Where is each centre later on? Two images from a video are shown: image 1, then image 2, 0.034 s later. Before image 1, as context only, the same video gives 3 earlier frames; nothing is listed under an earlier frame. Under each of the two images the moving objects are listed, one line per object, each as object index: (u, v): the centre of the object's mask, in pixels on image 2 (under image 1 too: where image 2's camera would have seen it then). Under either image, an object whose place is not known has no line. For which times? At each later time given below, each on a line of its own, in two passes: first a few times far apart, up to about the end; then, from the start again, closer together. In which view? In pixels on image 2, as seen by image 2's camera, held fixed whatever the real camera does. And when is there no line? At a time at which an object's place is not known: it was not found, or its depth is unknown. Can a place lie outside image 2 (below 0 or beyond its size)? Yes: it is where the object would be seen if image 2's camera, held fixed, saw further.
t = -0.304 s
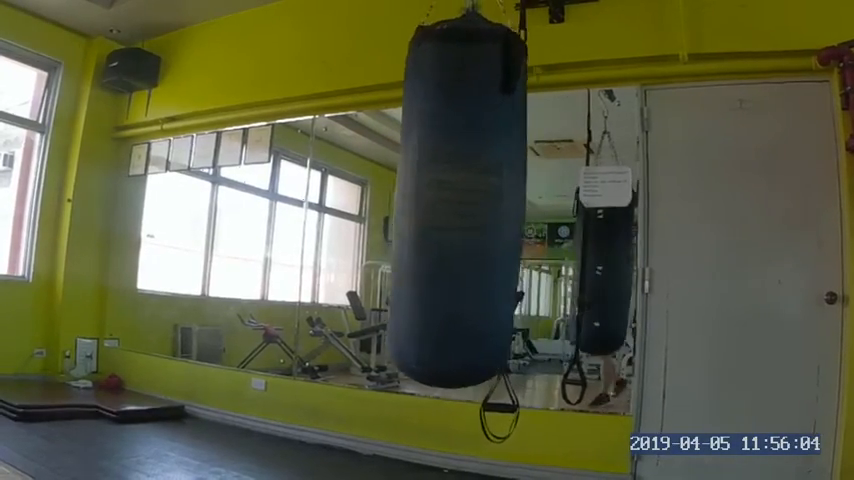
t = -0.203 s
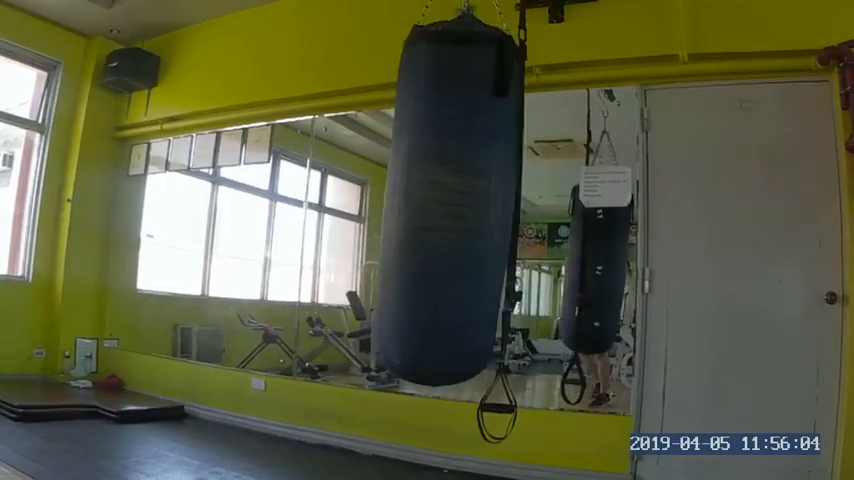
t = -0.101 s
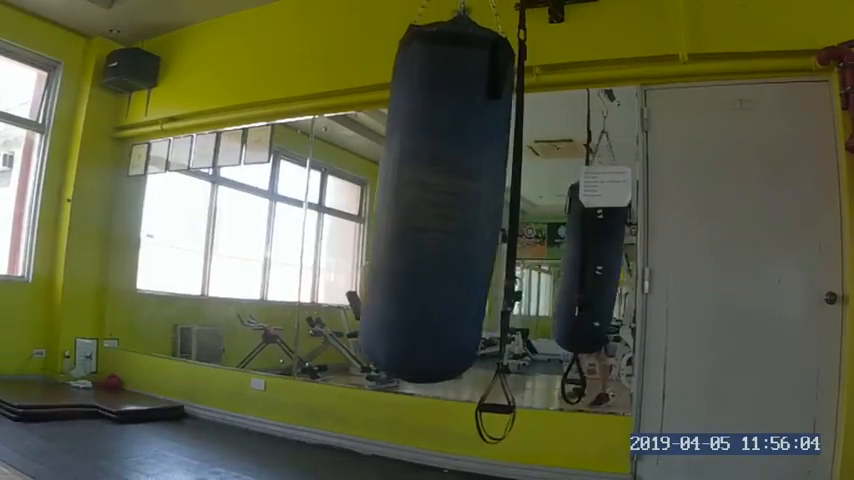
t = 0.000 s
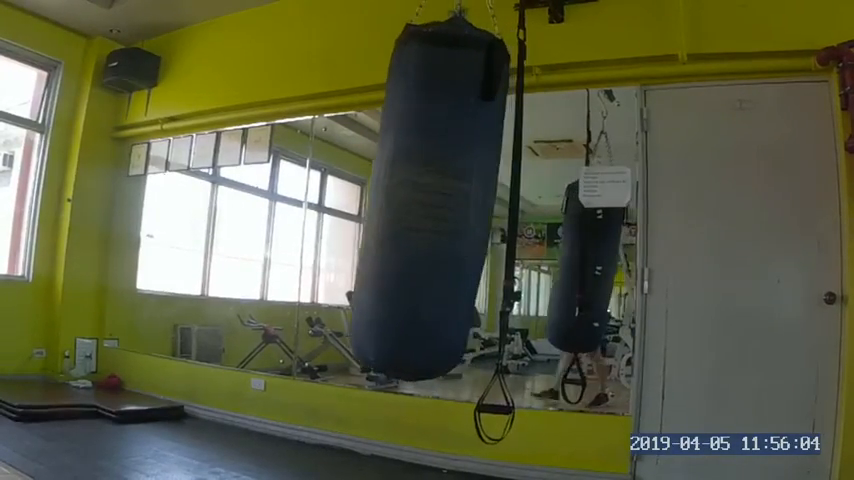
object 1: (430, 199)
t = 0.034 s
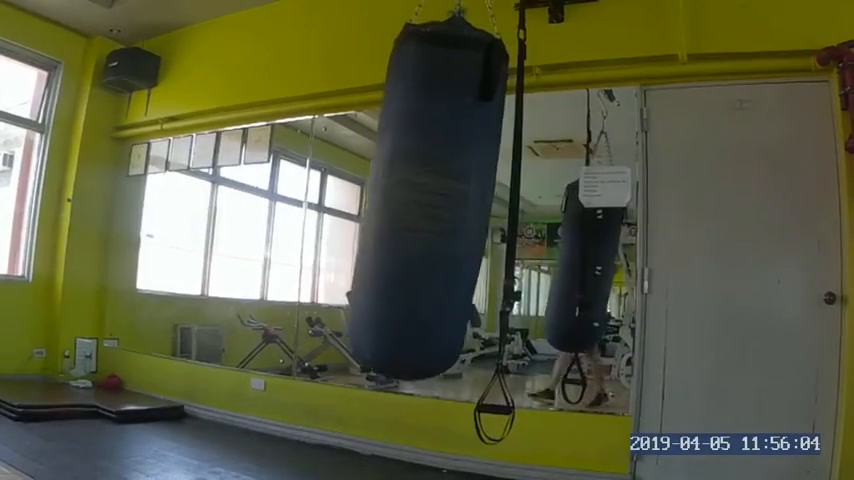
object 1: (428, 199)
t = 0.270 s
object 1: (421, 198)
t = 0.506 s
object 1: (429, 199)
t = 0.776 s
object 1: (457, 200)
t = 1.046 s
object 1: (486, 199)
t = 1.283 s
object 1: (503, 199)
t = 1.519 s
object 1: (501, 200)
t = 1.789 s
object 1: (478, 202)
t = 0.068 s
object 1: (426, 199)
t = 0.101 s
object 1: (424, 199)
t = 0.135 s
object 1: (423, 199)
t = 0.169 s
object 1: (422, 198)
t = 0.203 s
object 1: (421, 198)
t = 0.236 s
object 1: (421, 198)
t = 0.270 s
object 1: (421, 198)
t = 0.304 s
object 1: (421, 198)
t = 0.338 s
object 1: (421, 198)
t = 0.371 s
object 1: (422, 198)
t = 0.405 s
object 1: (423, 198)
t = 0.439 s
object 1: (425, 199)
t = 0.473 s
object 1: (427, 199)
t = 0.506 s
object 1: (429, 199)
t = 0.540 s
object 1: (432, 200)
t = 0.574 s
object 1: (434, 200)
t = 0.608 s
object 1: (437, 200)
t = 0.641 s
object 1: (440, 201)
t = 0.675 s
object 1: (445, 201)
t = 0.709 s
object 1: (448, 201)
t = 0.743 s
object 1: (452, 201)
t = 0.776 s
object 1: (457, 200)
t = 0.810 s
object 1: (461, 201)
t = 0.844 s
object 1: (464, 201)
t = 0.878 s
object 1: (469, 201)
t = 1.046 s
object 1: (486, 199)
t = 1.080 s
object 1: (490, 199)
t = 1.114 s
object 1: (492, 199)
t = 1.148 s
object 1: (495, 199)
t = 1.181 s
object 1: (498, 199)
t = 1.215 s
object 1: (500, 198)
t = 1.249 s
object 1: (502, 199)
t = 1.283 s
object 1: (503, 199)
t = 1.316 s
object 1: (504, 199)
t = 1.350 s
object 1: (504, 199)
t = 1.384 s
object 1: (504, 199)
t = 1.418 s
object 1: (504, 199)
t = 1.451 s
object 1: (503, 199)
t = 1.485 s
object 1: (502, 199)
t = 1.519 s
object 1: (501, 200)
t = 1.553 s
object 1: (499, 200)
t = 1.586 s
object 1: (497, 200)
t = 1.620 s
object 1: (494, 201)
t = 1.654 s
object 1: (491, 201)
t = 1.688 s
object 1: (489, 201)
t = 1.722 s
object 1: (485, 202)
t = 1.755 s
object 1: (482, 201)
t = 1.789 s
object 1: (478, 202)
